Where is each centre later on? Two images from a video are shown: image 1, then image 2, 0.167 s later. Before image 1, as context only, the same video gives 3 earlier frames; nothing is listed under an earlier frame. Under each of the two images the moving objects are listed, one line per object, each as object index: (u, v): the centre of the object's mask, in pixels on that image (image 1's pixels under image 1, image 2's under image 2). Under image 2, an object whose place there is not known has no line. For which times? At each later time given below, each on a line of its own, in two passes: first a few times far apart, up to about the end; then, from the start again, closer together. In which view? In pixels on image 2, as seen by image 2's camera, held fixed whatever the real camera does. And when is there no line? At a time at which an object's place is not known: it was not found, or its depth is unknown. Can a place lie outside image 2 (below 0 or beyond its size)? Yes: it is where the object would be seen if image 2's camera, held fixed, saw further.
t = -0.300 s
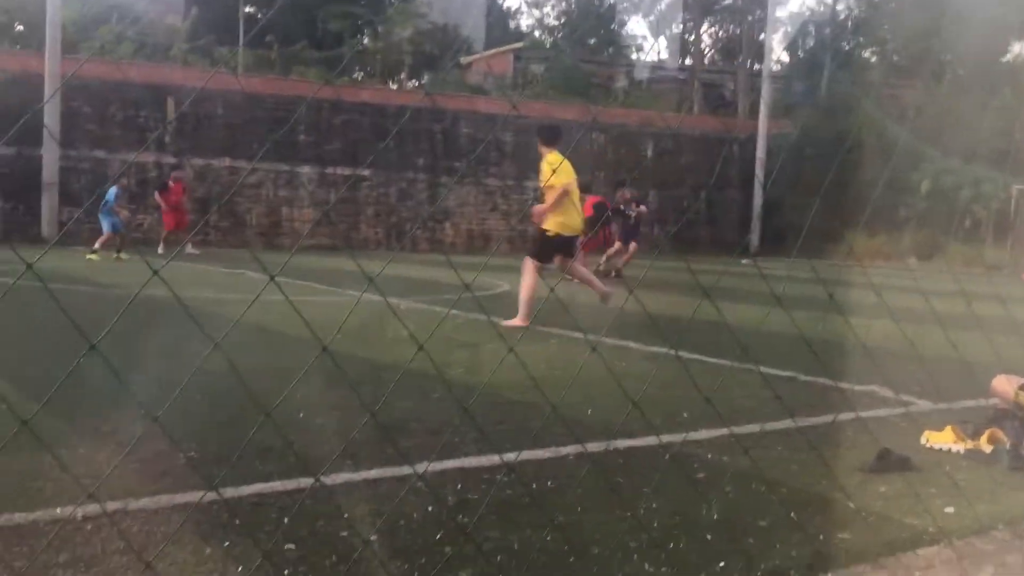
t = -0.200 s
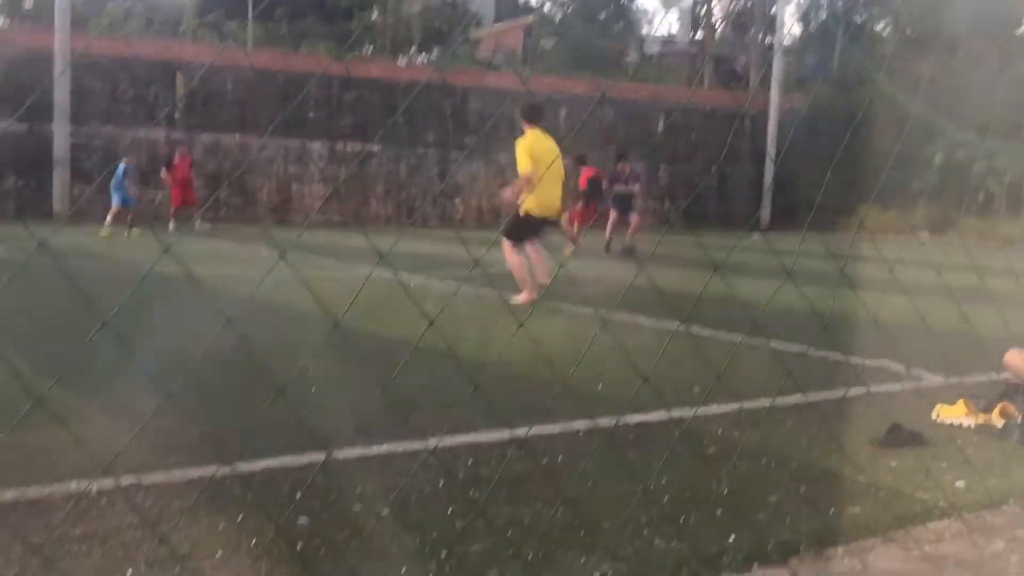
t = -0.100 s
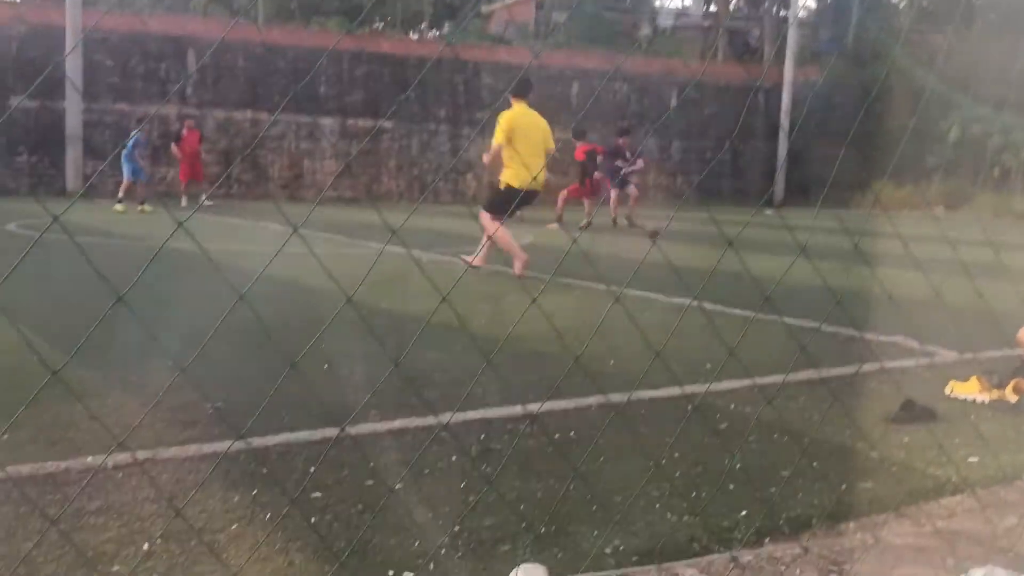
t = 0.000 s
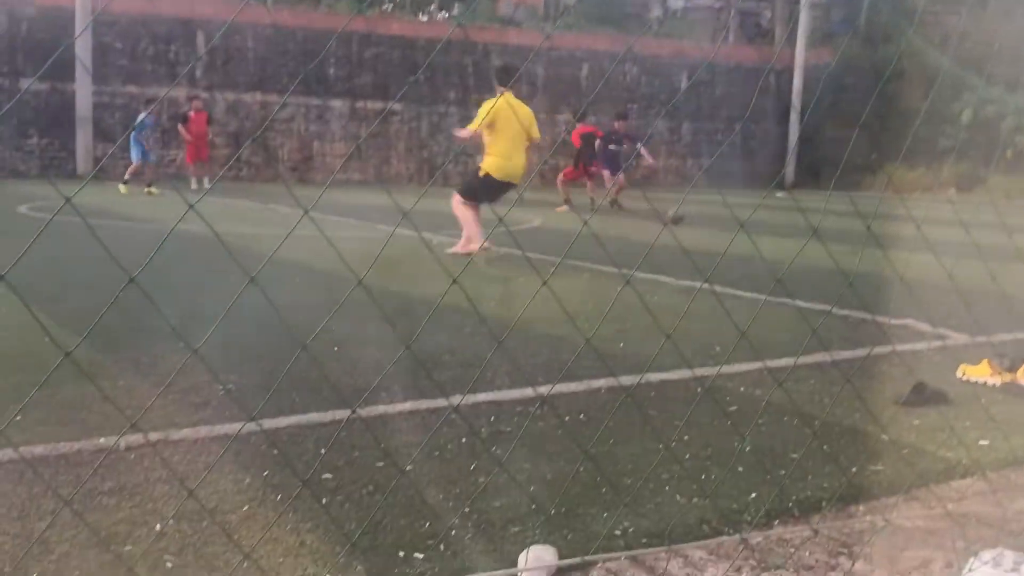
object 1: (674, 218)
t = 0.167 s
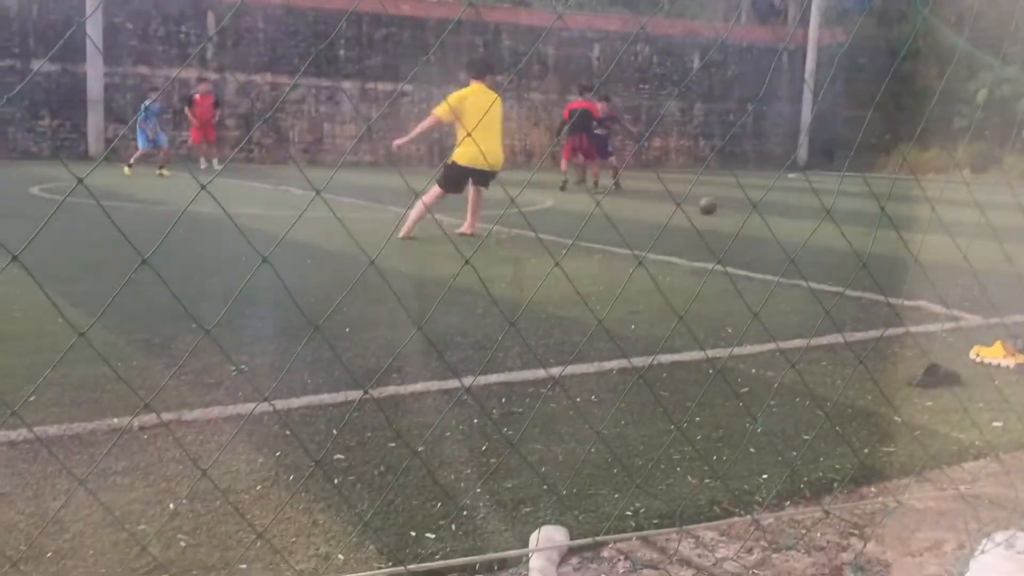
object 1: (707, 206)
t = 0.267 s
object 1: (718, 210)
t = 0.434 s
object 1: (733, 213)
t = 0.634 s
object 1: (752, 225)
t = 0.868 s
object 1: (781, 238)
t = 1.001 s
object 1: (798, 246)
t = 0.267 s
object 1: (718, 210)
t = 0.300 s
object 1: (721, 211)
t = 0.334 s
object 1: (724, 212)
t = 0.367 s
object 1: (727, 214)
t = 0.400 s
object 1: (730, 214)
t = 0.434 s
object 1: (733, 213)
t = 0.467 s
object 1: (735, 214)
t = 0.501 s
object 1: (739, 217)
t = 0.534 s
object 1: (742, 221)
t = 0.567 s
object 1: (745, 222)
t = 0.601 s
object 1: (748, 224)
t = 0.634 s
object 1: (752, 225)
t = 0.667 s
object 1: (755, 226)
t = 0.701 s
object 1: (757, 227)
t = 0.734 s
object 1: (762, 231)
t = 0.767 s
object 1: (767, 232)
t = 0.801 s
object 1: (770, 234)
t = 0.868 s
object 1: (781, 238)
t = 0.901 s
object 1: (785, 238)
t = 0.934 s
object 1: (789, 239)
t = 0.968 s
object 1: (792, 240)
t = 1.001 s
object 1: (798, 246)
